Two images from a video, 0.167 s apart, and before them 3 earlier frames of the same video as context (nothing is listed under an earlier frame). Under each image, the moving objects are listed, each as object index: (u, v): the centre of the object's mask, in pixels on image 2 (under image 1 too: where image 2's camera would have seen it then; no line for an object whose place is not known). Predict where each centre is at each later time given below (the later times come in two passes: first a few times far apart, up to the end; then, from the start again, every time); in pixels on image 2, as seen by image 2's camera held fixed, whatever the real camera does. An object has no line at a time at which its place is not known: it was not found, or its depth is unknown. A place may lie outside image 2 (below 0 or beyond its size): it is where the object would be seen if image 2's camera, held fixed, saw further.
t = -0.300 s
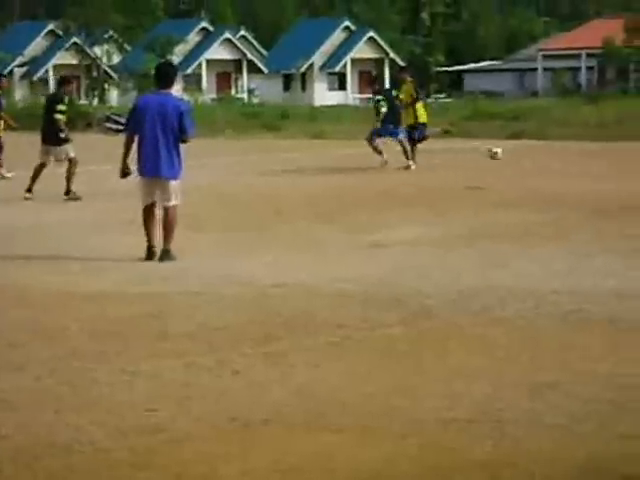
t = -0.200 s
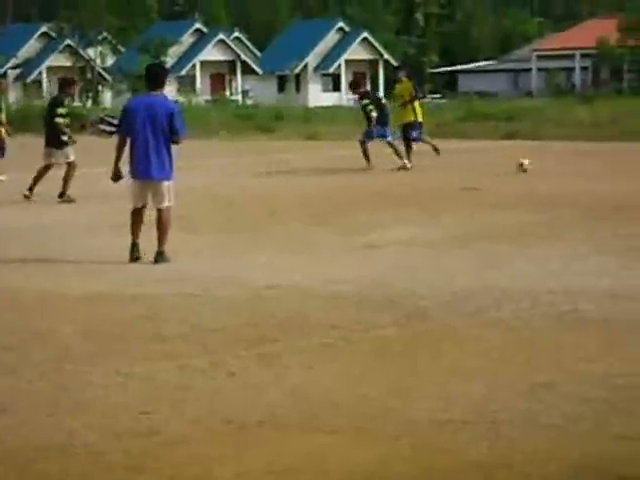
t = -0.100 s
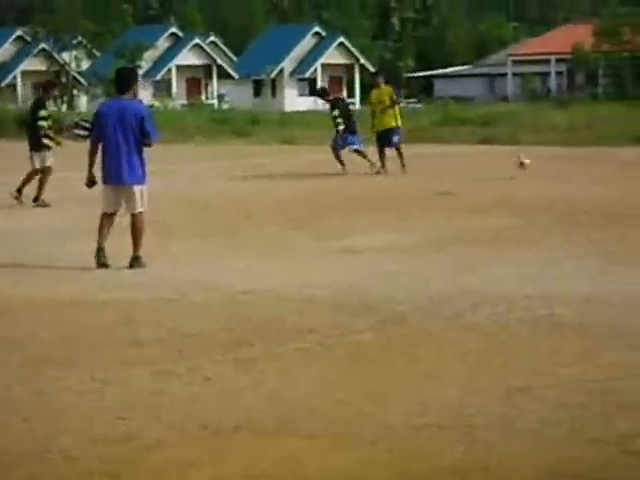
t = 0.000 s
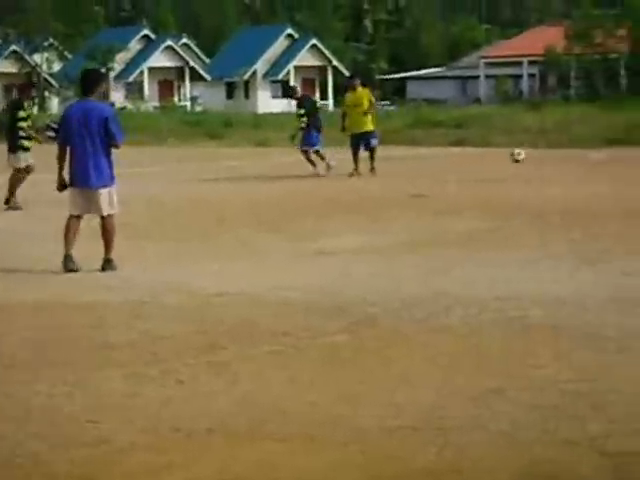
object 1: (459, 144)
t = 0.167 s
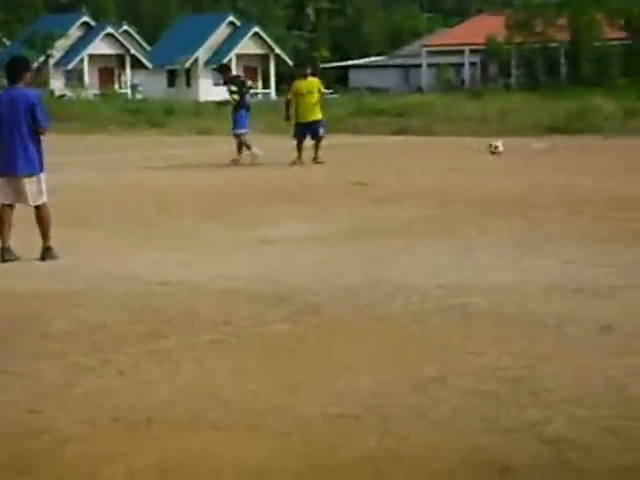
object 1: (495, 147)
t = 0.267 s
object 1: (518, 159)
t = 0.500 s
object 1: (568, 150)
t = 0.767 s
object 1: (627, 167)
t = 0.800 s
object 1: (634, 163)
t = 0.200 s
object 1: (504, 150)
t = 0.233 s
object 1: (511, 153)
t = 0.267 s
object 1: (518, 159)
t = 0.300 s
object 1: (526, 165)
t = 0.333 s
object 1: (532, 163)
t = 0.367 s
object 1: (539, 159)
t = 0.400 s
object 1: (547, 157)
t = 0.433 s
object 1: (554, 153)
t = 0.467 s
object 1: (561, 150)
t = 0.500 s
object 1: (568, 150)
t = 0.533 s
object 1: (576, 149)
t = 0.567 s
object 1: (583, 150)
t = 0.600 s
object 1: (591, 152)
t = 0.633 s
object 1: (598, 153)
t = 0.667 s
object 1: (605, 157)
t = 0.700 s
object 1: (614, 161)
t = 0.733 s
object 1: (620, 167)
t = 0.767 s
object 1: (627, 167)
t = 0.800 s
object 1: (634, 163)
